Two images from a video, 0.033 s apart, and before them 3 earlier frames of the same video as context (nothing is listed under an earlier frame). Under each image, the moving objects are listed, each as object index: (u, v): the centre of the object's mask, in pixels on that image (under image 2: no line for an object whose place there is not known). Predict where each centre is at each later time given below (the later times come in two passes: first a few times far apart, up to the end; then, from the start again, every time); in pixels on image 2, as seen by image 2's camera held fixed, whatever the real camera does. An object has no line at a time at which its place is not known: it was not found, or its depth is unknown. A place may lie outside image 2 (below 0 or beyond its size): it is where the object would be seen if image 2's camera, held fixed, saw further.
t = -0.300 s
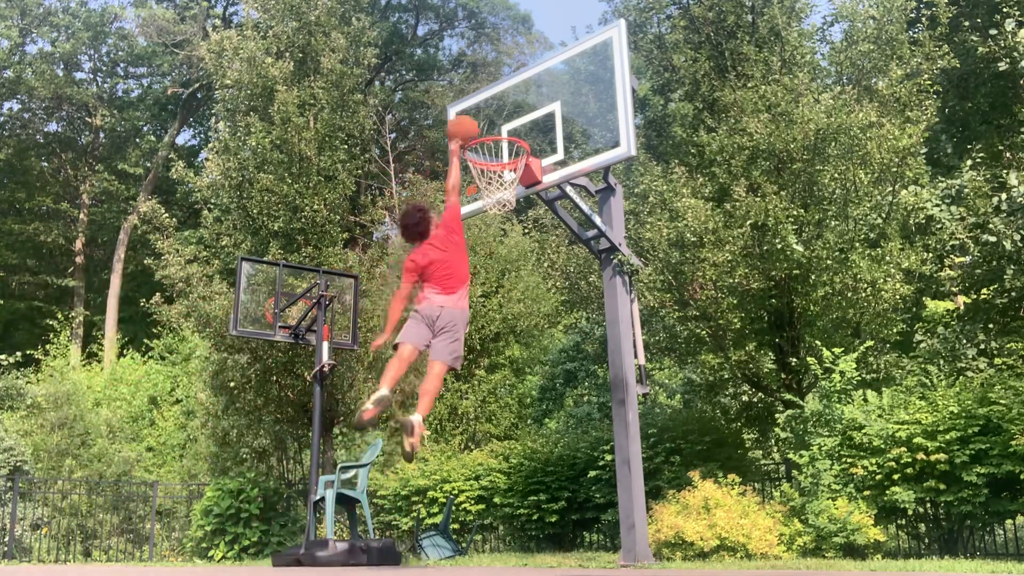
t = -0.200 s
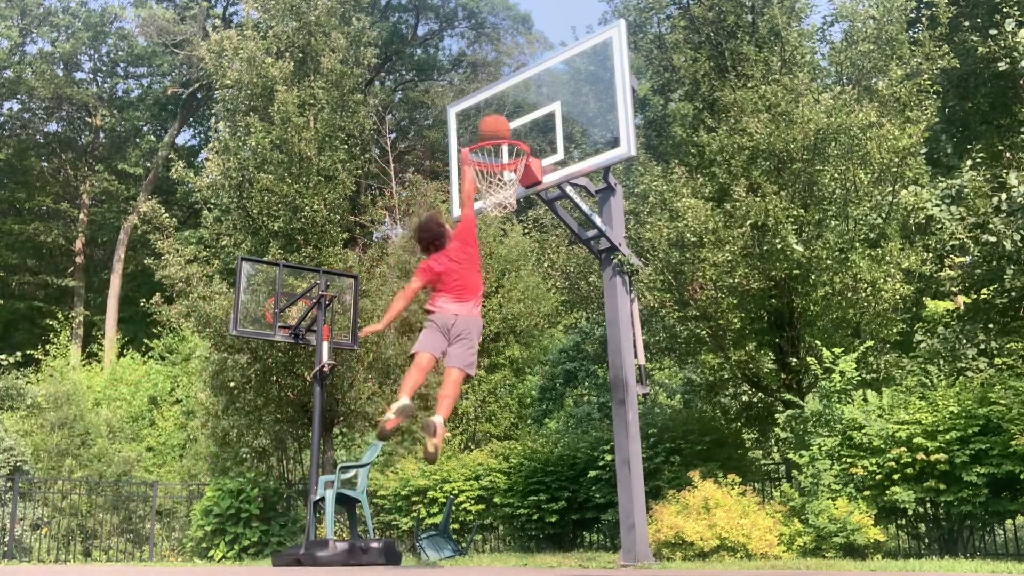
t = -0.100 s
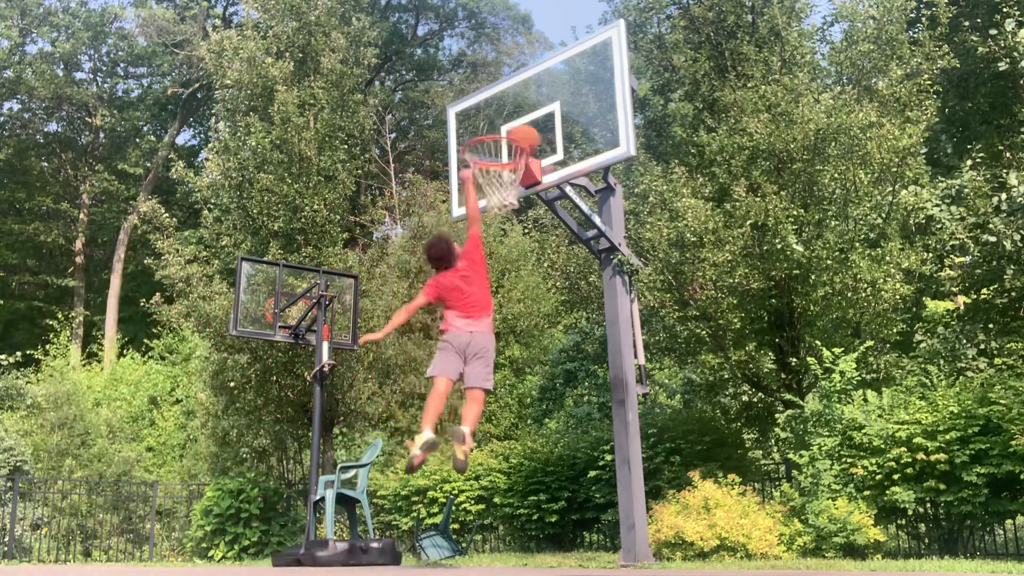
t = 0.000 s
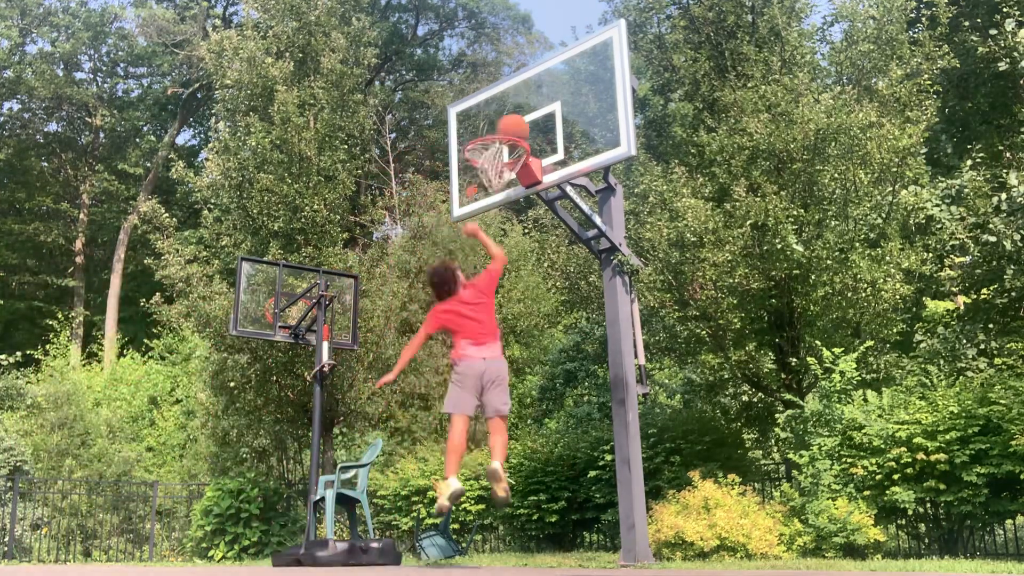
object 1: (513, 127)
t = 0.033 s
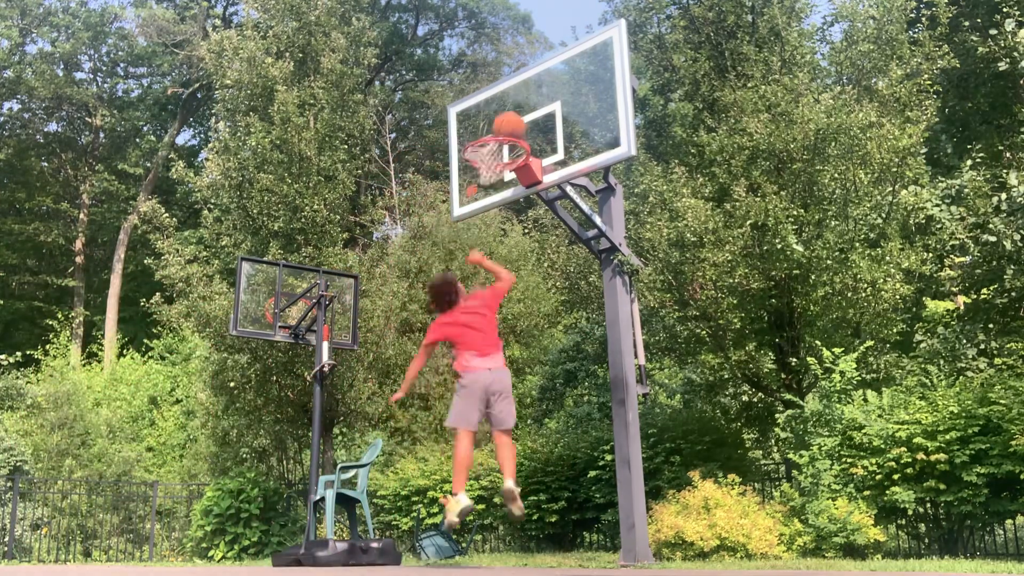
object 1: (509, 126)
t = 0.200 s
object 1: (488, 114)
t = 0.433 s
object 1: (453, 125)
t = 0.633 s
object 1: (421, 196)
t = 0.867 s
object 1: (378, 367)
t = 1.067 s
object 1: (336, 505)
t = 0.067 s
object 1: (505, 124)
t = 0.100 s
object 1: (502, 124)
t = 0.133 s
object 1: (498, 122)
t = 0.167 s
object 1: (492, 118)
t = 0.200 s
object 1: (488, 114)
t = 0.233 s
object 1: (484, 112)
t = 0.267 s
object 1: (479, 110)
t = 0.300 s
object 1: (473, 109)
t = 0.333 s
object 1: (468, 111)
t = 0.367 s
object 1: (464, 114)
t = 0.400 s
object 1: (458, 119)
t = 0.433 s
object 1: (453, 125)
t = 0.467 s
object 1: (448, 133)
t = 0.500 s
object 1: (443, 142)
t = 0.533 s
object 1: (437, 152)
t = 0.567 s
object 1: (432, 165)
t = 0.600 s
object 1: (427, 179)
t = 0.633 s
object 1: (421, 196)
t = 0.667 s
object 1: (415, 214)
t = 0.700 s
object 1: (409, 234)
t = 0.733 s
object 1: (404, 256)
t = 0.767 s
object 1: (397, 280)
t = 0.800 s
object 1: (391, 307)
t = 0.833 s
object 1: (385, 336)
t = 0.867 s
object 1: (378, 367)
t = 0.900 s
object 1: (371, 402)
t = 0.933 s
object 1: (363, 438)
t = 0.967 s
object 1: (357, 480)
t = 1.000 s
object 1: (348, 522)
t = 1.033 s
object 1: (341, 541)
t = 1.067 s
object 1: (336, 505)
